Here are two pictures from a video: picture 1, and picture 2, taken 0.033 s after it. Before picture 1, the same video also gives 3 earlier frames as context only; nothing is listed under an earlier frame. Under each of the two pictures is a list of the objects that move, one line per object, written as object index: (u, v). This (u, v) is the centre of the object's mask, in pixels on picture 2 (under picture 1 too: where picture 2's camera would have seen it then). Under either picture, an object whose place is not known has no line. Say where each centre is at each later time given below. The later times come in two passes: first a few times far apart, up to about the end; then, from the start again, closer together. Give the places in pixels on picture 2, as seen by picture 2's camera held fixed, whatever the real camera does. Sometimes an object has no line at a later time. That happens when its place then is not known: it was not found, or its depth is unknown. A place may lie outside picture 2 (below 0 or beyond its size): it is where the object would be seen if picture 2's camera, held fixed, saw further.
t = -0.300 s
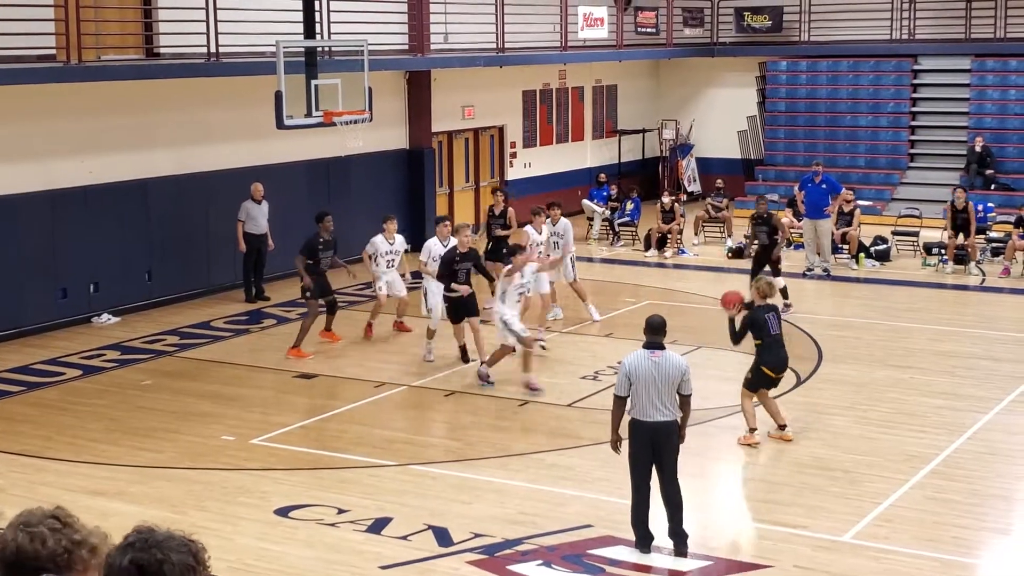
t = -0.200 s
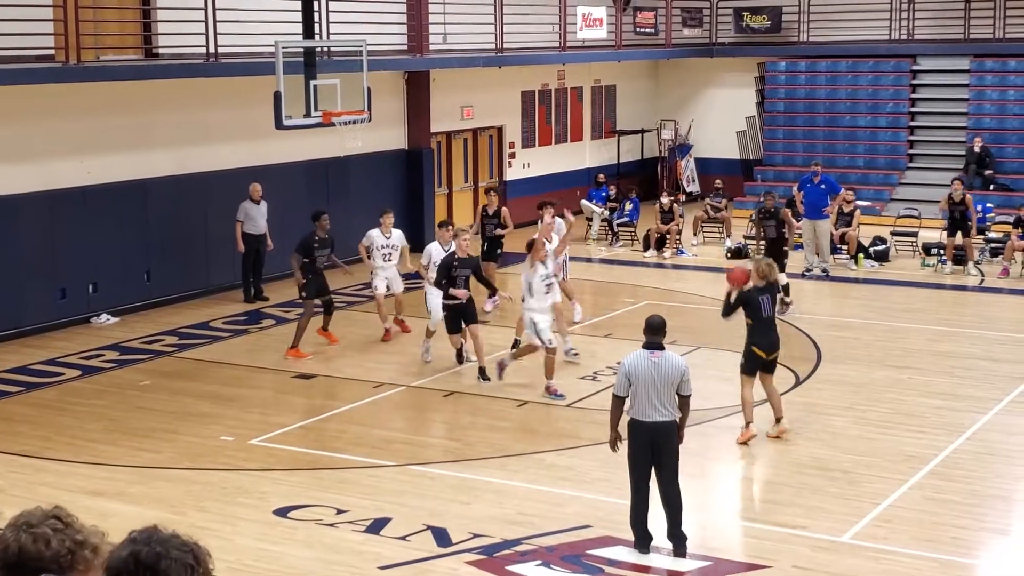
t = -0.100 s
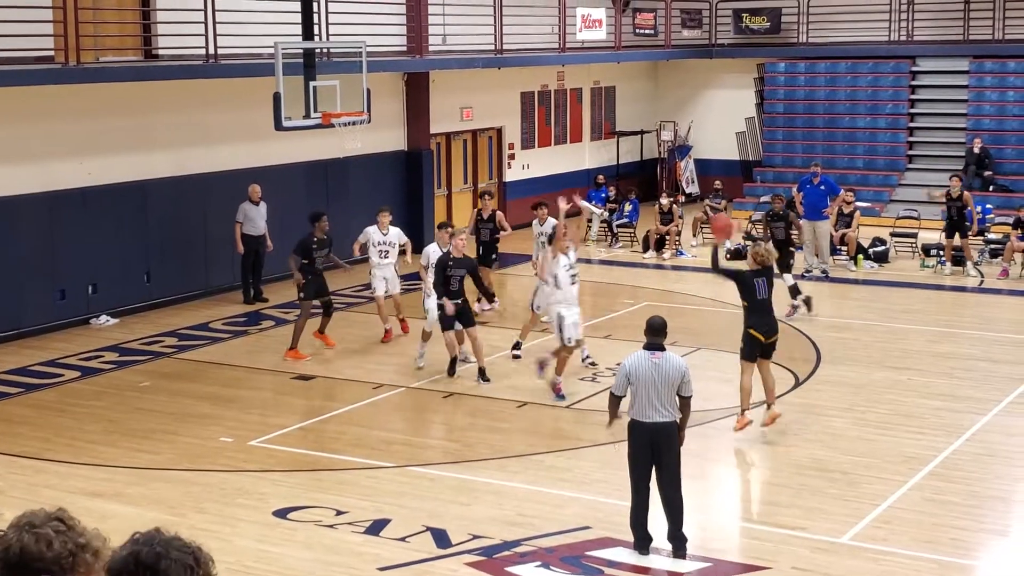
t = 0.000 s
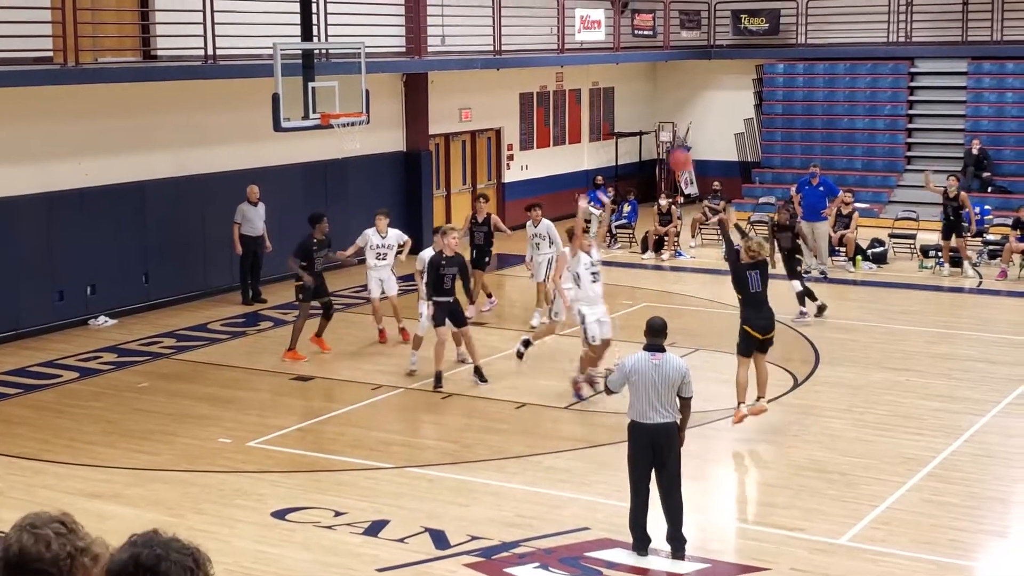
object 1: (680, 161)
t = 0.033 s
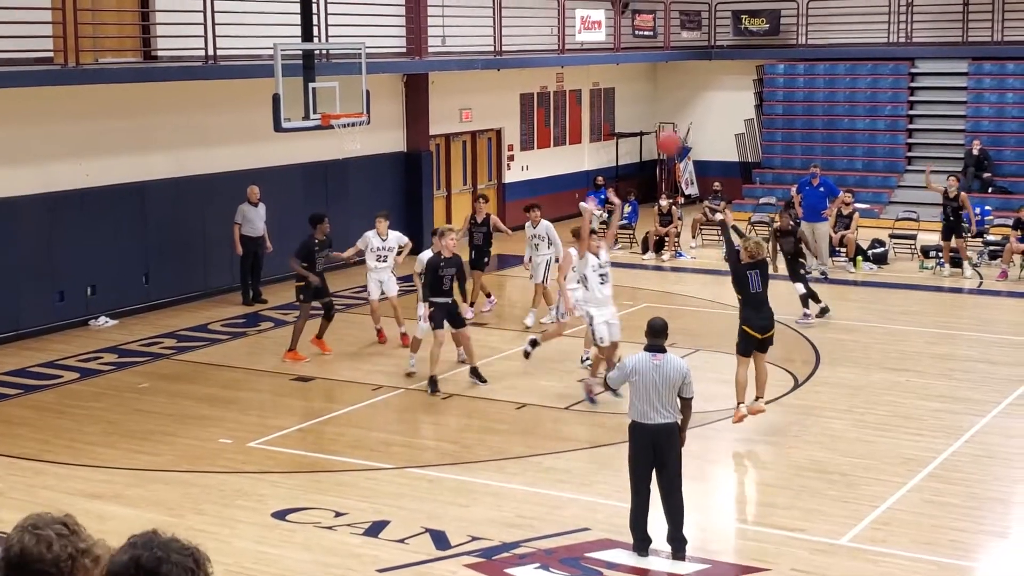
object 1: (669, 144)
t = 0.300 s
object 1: (569, 33)
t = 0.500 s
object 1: (504, 3)
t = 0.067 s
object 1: (654, 124)
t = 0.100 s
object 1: (642, 108)
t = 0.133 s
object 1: (629, 94)
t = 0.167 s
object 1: (617, 77)
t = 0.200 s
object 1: (604, 65)
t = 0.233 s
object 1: (592, 54)
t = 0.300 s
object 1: (569, 33)
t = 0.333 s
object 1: (559, 24)
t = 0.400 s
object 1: (536, 11)
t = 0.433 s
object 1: (525, 7)
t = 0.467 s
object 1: (515, 4)
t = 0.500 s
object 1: (504, 3)
